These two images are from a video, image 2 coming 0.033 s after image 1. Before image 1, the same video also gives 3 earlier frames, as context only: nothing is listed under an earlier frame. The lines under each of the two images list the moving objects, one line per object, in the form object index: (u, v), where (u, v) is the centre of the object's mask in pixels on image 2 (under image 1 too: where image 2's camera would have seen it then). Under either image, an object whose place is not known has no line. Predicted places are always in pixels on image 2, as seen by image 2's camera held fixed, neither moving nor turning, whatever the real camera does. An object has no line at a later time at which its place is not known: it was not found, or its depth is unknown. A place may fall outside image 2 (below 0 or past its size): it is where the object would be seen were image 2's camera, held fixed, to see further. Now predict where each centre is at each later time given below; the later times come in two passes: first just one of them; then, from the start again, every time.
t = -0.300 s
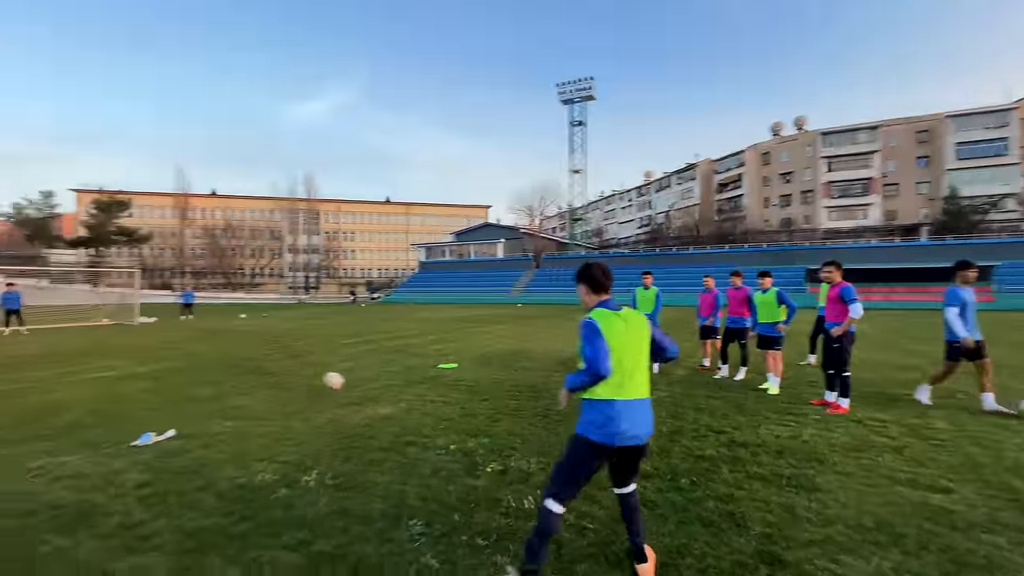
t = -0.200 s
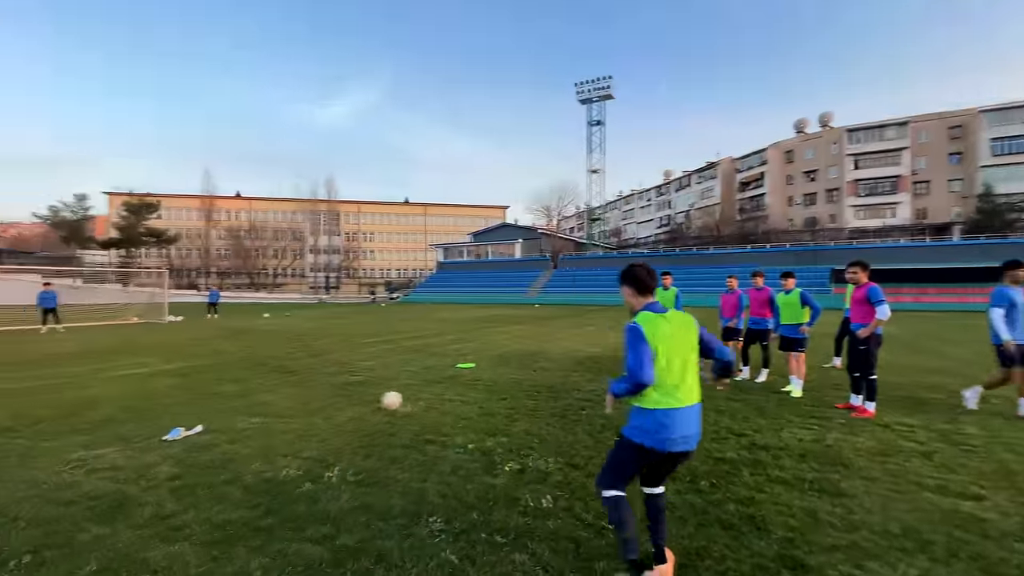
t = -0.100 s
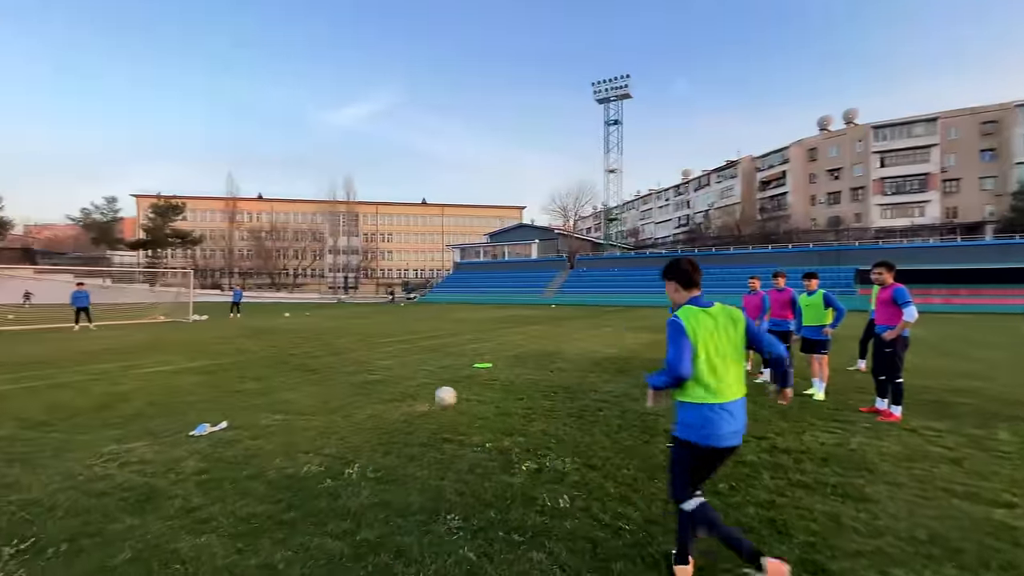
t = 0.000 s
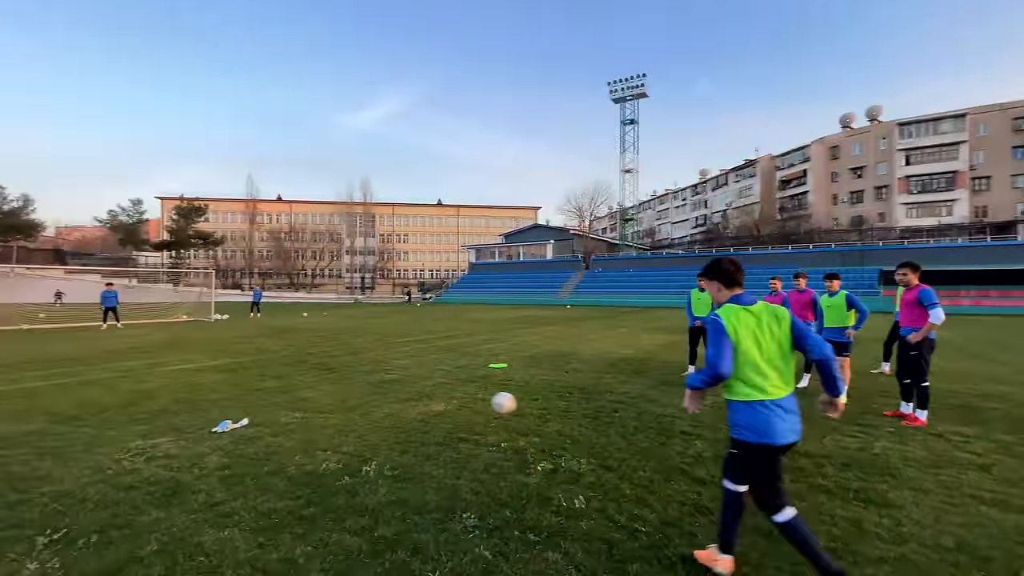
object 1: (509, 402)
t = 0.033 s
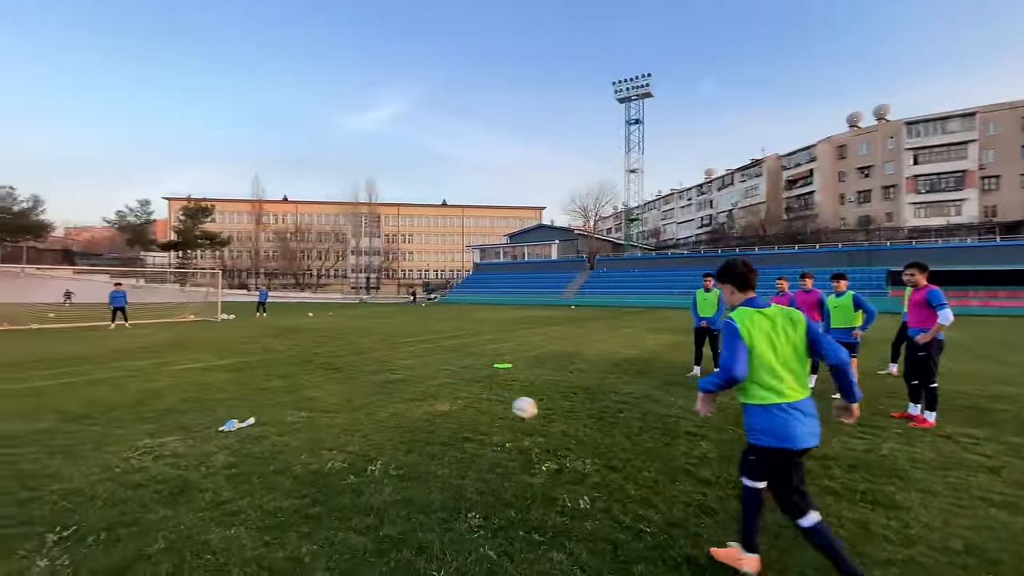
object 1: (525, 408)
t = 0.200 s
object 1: (626, 461)
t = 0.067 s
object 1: (542, 414)
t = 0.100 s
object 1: (560, 423)
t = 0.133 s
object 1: (580, 432)
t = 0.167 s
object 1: (602, 445)
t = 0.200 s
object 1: (626, 461)
